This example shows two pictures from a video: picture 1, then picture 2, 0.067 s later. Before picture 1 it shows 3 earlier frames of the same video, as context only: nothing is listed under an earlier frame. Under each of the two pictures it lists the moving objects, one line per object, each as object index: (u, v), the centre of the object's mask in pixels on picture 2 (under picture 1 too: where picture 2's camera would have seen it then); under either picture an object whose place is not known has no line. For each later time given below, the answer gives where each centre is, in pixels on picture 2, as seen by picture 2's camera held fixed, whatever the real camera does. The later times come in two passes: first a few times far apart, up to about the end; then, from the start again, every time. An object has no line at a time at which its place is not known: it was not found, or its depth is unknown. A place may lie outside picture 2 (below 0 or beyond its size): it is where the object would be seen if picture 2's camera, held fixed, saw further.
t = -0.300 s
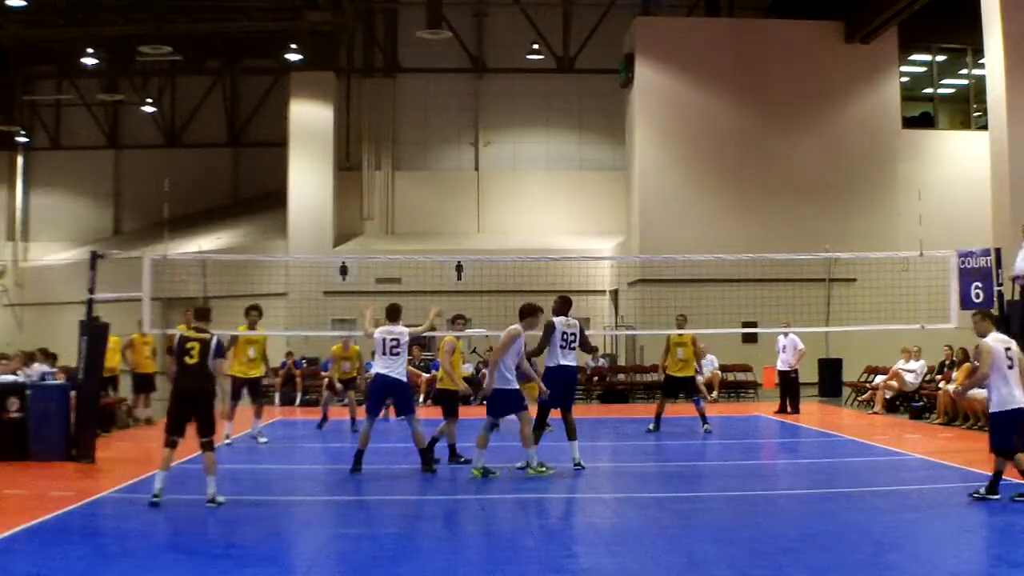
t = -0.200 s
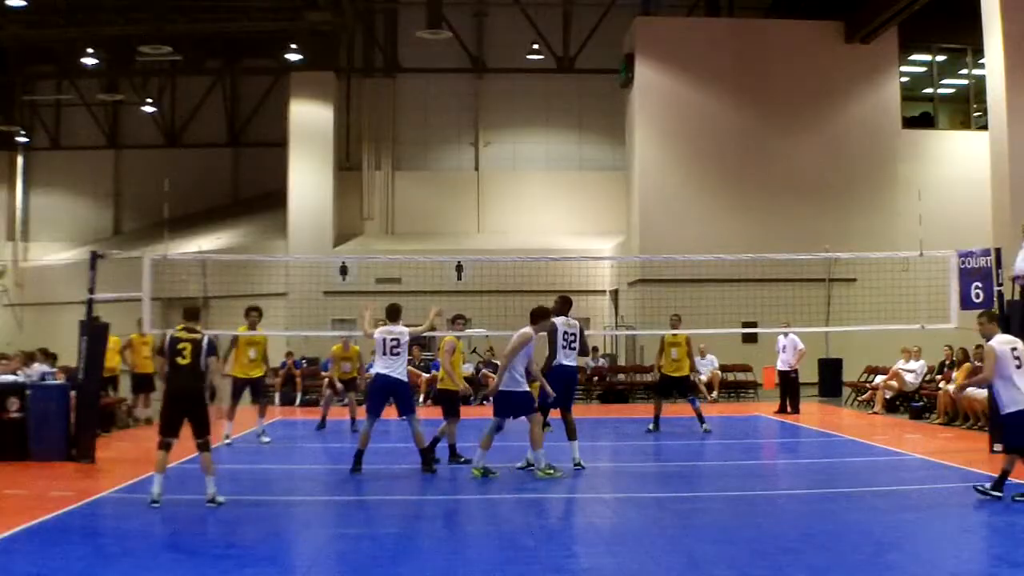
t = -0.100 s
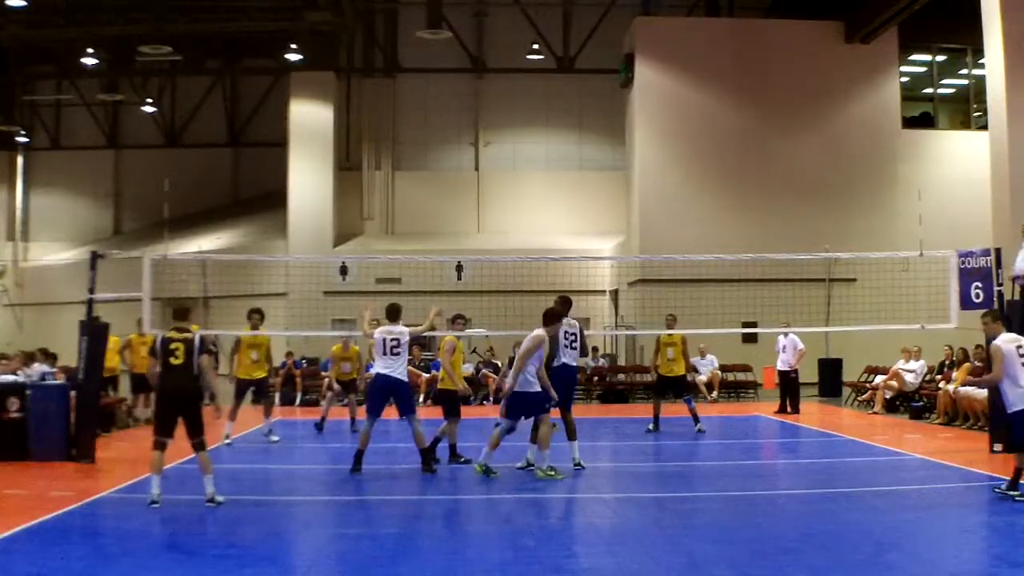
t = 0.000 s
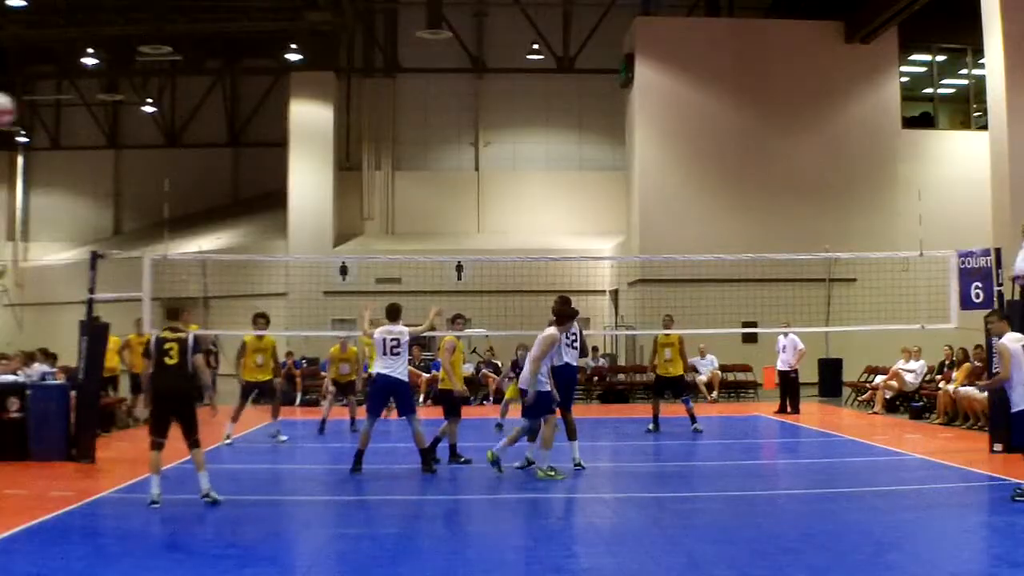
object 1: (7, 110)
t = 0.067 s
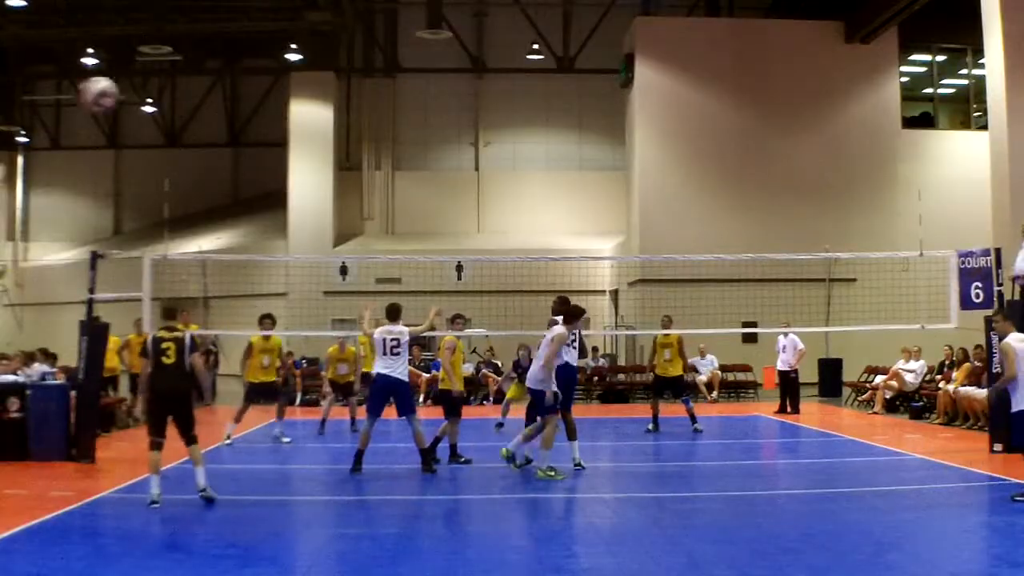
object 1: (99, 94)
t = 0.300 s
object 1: (341, 91)
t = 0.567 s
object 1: (484, 142)
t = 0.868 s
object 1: (581, 227)
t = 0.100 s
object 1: (143, 88)
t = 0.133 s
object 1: (184, 86)
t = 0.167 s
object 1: (222, 85)
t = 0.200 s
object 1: (255, 86)
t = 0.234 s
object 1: (285, 86)
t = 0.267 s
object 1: (314, 89)
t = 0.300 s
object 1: (341, 91)
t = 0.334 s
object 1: (364, 95)
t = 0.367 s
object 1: (386, 100)
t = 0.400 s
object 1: (406, 104)
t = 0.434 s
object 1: (423, 110)
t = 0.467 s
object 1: (440, 115)
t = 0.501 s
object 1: (456, 121)
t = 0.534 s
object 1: (471, 131)
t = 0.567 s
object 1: (484, 142)
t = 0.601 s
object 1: (496, 150)
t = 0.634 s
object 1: (509, 159)
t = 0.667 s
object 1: (521, 167)
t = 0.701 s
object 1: (532, 177)
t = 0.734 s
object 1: (543, 187)
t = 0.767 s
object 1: (554, 198)
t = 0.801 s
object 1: (564, 207)
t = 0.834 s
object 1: (573, 217)
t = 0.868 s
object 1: (581, 227)
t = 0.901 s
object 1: (589, 239)
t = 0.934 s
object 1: (597, 249)
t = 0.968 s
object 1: (603, 261)
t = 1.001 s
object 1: (609, 271)
